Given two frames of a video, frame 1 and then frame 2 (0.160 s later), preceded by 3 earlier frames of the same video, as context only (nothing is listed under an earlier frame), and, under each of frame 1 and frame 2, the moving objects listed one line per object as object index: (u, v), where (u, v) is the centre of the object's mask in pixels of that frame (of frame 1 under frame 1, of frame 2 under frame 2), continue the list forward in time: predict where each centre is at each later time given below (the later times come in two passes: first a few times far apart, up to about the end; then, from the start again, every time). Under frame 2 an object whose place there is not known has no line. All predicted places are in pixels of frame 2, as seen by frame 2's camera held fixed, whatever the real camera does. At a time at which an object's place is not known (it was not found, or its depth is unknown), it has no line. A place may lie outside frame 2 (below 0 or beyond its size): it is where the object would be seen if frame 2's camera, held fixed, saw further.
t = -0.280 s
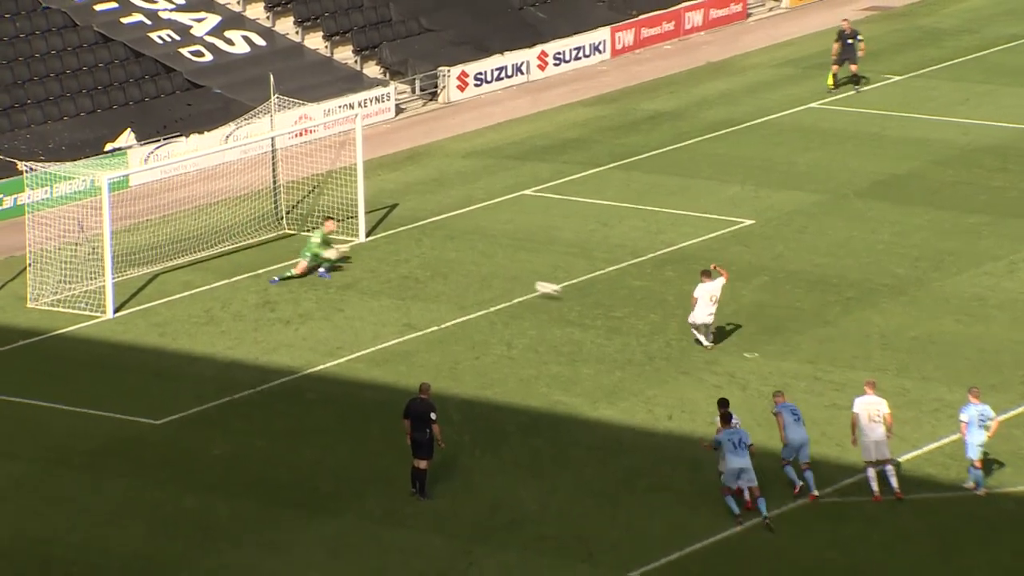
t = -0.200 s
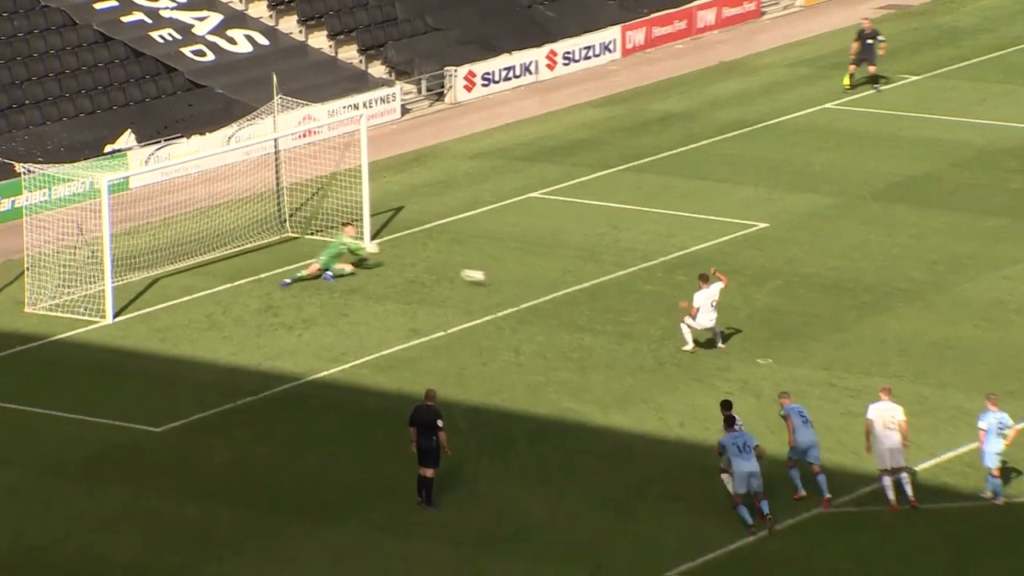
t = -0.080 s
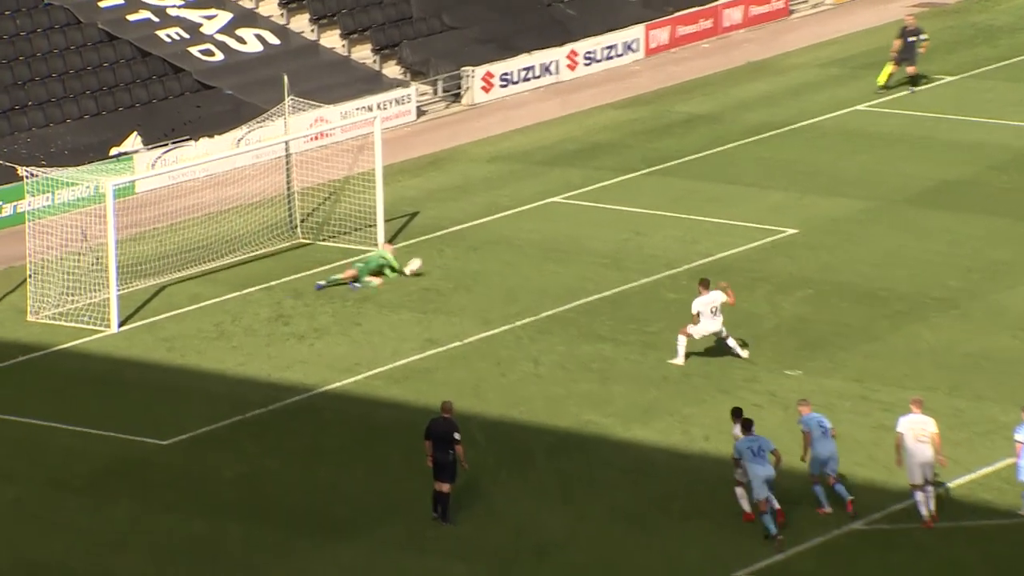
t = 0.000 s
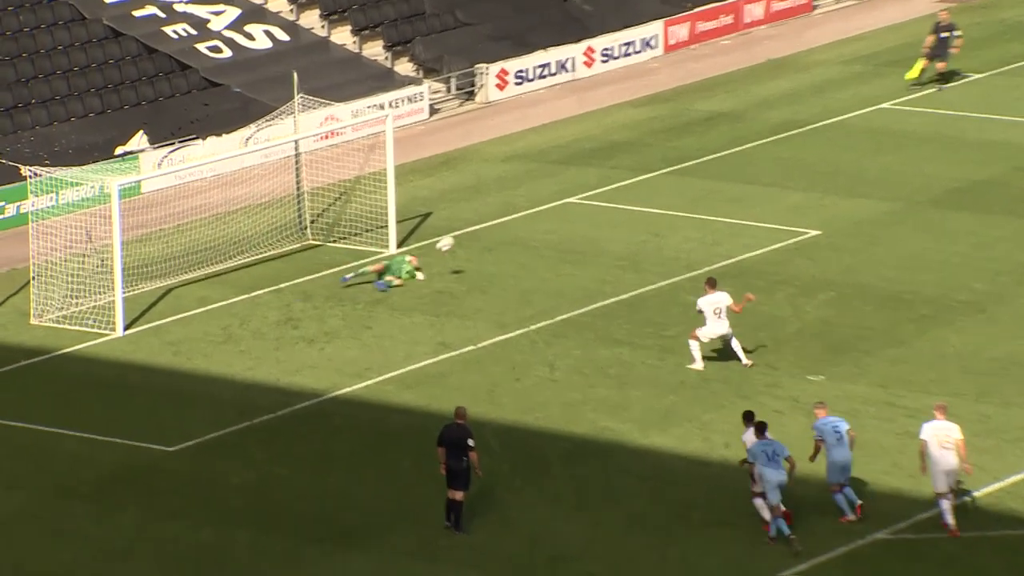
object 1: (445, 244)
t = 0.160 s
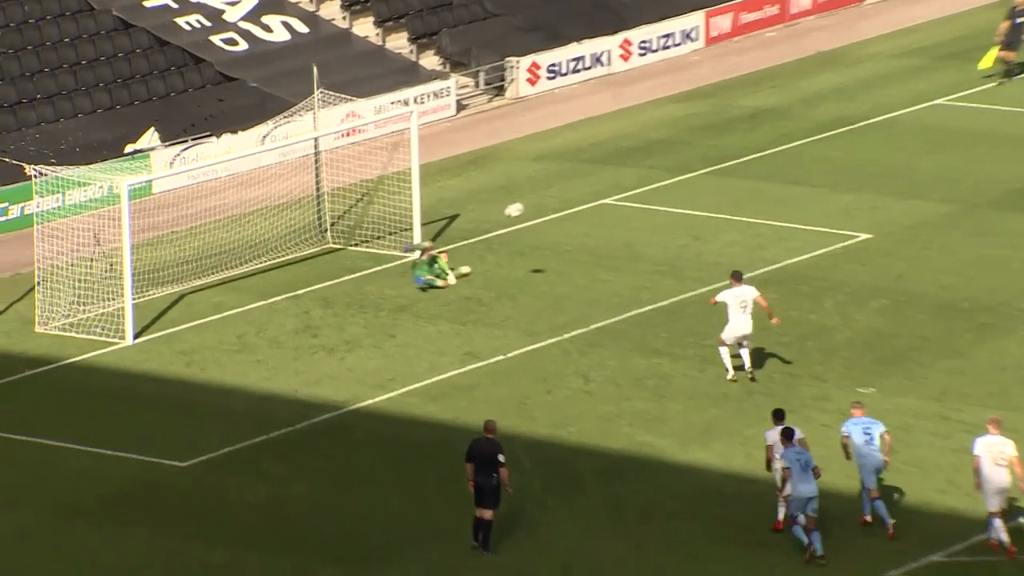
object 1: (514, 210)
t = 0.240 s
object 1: (535, 197)
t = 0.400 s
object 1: (579, 184)
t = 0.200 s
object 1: (525, 203)
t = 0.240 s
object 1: (535, 197)
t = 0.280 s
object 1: (546, 192)
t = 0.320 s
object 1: (557, 189)
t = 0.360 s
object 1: (567, 185)
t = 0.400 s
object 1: (579, 184)
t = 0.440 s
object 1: (590, 183)
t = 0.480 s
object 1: (600, 183)
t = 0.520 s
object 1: (611, 184)
